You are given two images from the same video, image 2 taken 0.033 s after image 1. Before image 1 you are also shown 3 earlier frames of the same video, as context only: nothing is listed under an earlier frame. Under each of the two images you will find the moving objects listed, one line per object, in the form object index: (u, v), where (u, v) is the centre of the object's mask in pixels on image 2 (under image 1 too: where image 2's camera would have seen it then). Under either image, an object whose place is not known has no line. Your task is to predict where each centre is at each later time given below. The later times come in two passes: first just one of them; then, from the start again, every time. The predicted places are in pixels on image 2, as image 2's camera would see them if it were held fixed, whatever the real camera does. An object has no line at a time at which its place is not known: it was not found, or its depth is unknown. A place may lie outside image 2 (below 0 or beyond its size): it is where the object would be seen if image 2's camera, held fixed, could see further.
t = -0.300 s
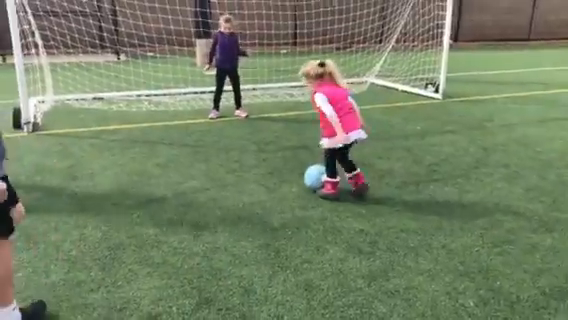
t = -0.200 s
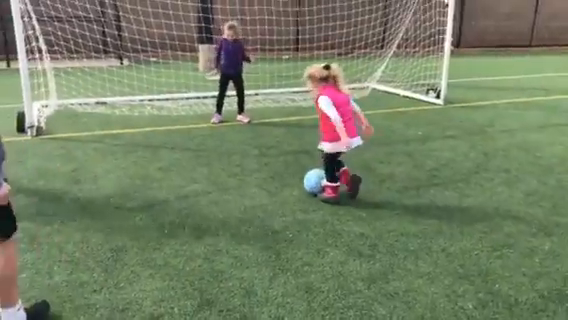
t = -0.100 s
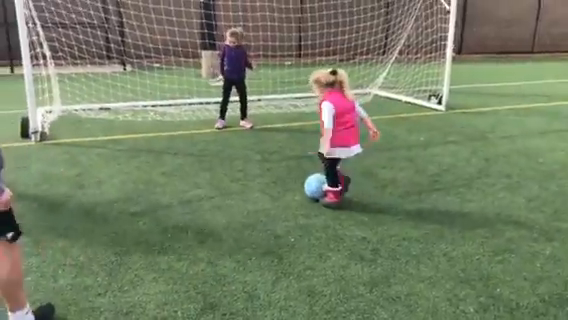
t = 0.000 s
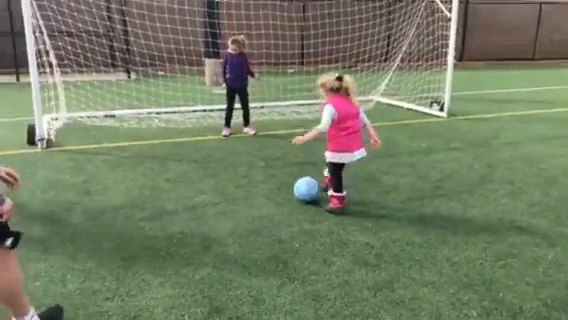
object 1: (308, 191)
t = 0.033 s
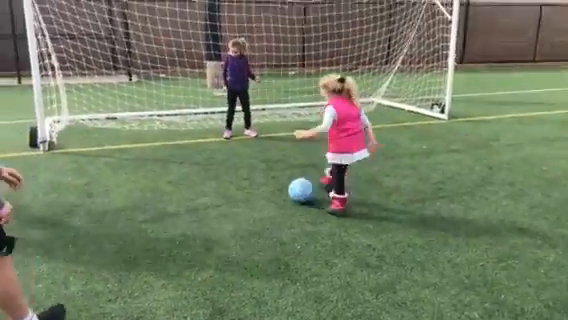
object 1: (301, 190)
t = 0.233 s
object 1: (271, 186)
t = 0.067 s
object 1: (295, 189)
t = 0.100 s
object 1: (290, 188)
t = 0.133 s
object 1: (285, 187)
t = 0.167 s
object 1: (280, 187)
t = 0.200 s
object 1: (275, 186)
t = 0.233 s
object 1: (271, 186)
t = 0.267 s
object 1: (267, 185)
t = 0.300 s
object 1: (263, 185)
